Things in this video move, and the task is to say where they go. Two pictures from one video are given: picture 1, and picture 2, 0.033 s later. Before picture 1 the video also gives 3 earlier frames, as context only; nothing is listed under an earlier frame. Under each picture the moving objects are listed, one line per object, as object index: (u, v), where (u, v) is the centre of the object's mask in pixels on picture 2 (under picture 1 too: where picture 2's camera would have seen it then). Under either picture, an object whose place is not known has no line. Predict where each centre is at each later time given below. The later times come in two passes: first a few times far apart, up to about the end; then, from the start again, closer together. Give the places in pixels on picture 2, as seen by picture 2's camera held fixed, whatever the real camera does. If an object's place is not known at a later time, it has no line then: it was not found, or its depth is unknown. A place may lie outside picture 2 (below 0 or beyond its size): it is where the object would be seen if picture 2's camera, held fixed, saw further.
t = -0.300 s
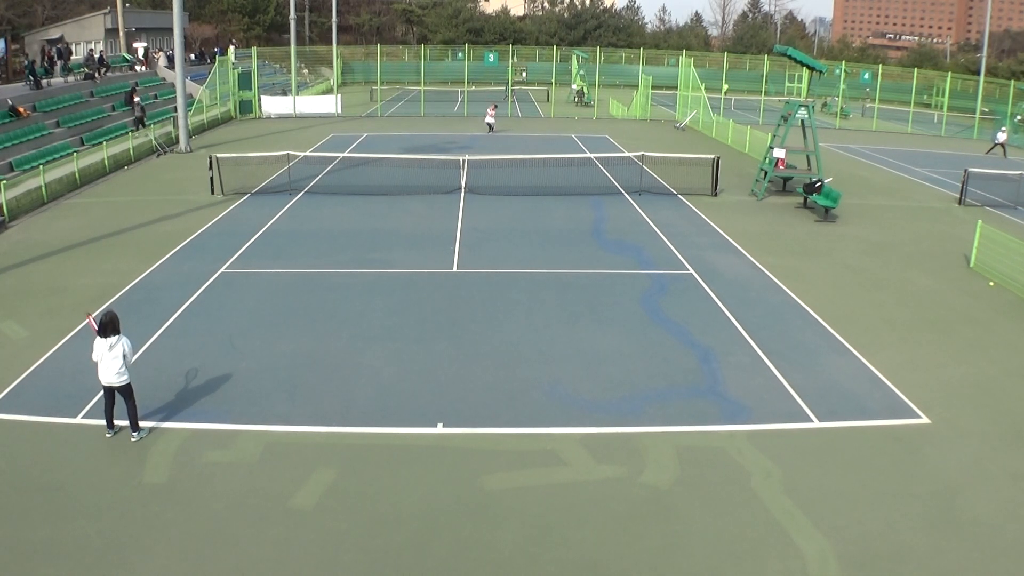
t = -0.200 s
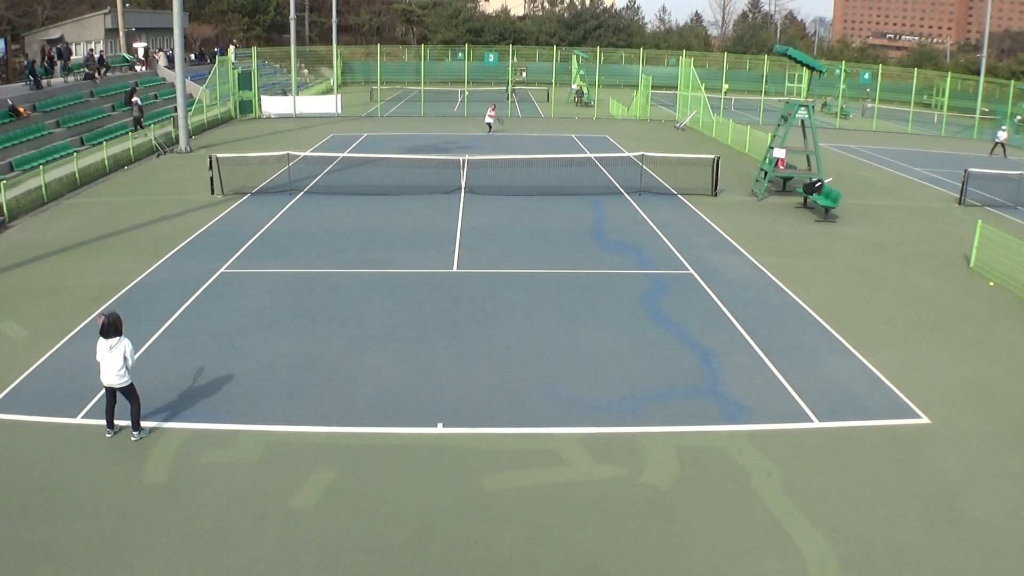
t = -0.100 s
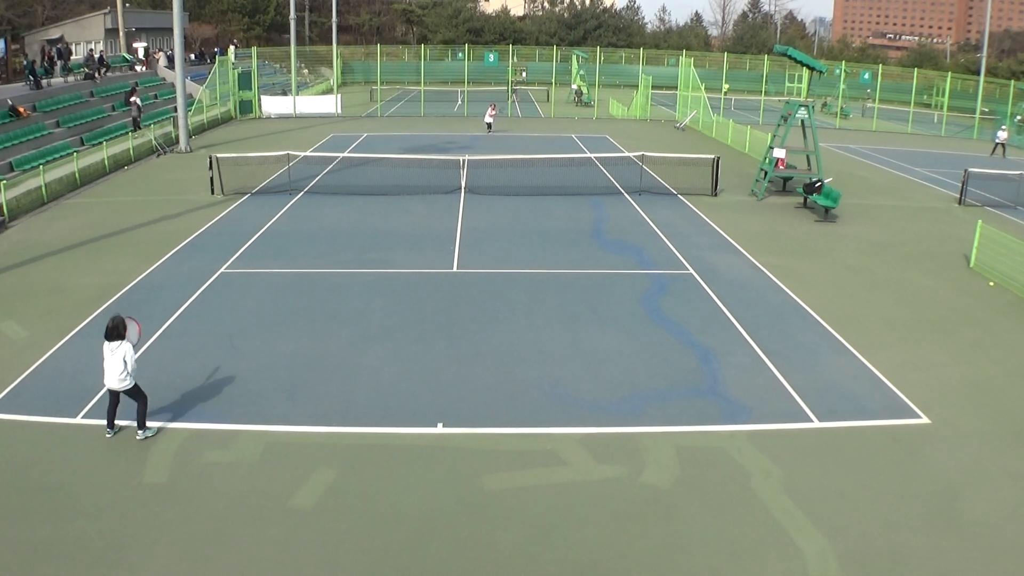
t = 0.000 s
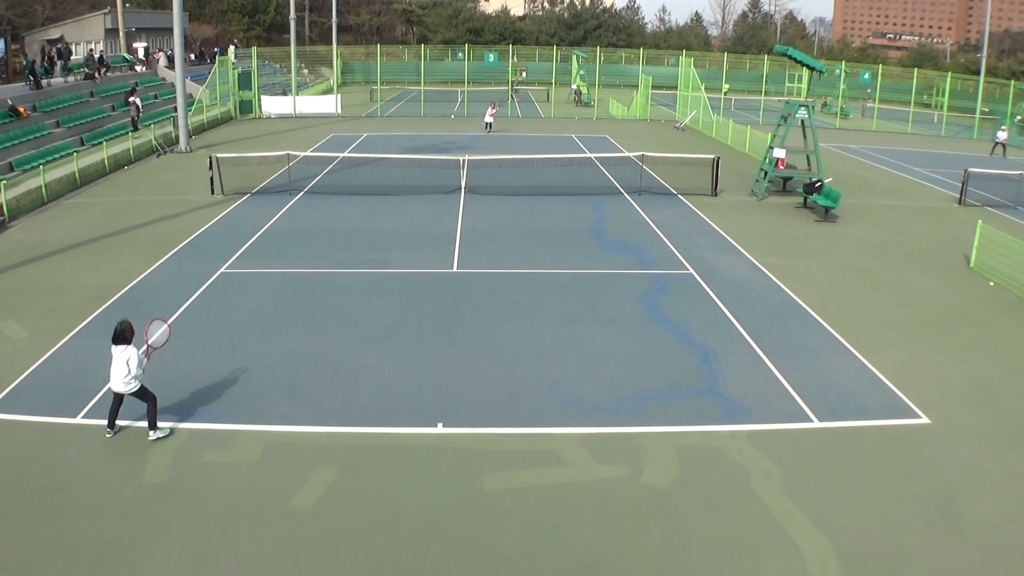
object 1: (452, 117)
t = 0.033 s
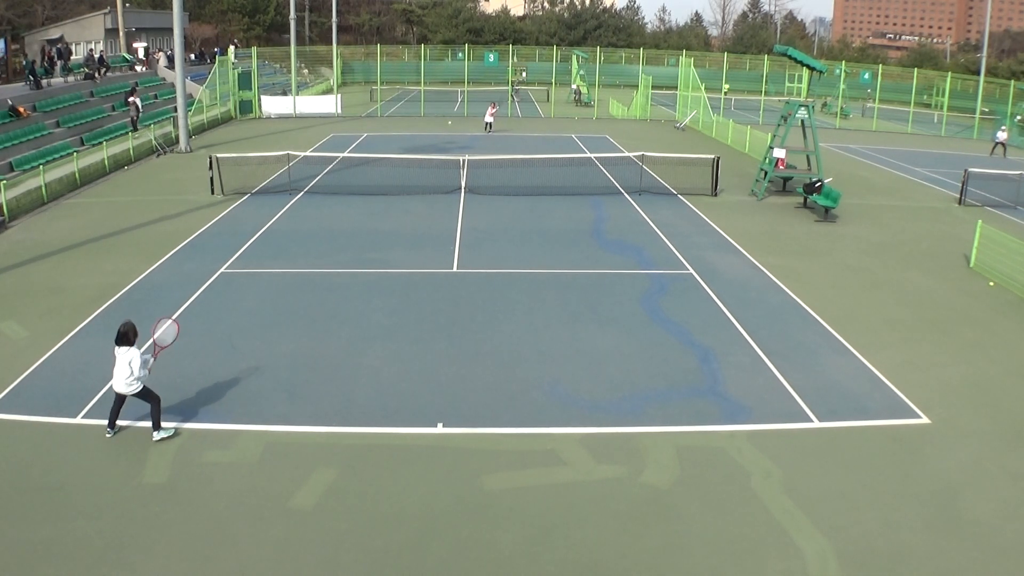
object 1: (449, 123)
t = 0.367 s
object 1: (413, 232)
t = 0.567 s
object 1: (389, 237)
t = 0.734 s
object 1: (370, 243)
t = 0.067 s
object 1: (447, 129)
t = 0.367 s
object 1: (413, 232)
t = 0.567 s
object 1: (389, 237)
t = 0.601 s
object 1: (386, 237)
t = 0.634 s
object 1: (382, 238)
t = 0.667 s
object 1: (379, 239)
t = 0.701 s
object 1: (374, 241)
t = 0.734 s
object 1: (370, 243)
